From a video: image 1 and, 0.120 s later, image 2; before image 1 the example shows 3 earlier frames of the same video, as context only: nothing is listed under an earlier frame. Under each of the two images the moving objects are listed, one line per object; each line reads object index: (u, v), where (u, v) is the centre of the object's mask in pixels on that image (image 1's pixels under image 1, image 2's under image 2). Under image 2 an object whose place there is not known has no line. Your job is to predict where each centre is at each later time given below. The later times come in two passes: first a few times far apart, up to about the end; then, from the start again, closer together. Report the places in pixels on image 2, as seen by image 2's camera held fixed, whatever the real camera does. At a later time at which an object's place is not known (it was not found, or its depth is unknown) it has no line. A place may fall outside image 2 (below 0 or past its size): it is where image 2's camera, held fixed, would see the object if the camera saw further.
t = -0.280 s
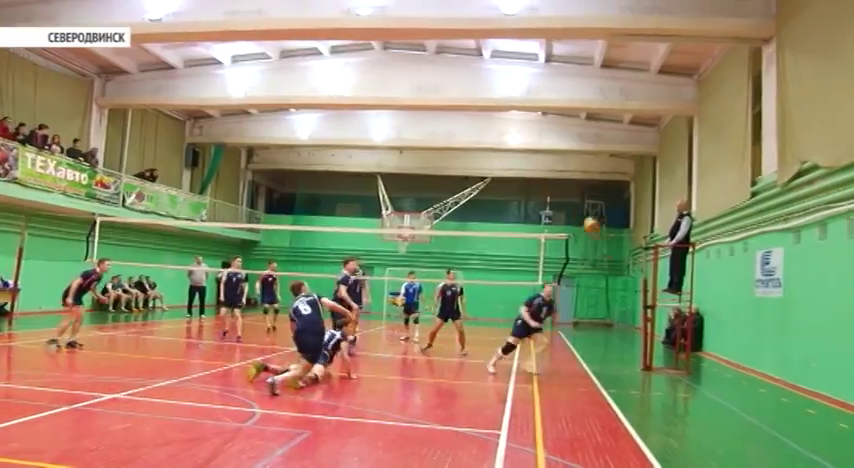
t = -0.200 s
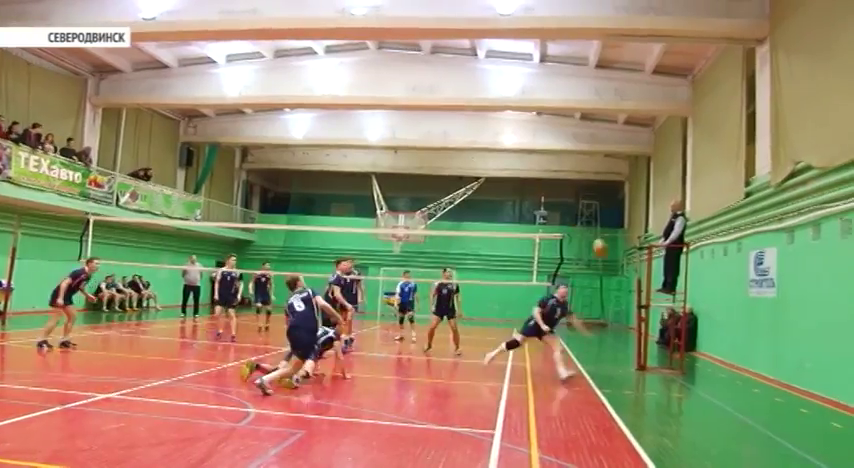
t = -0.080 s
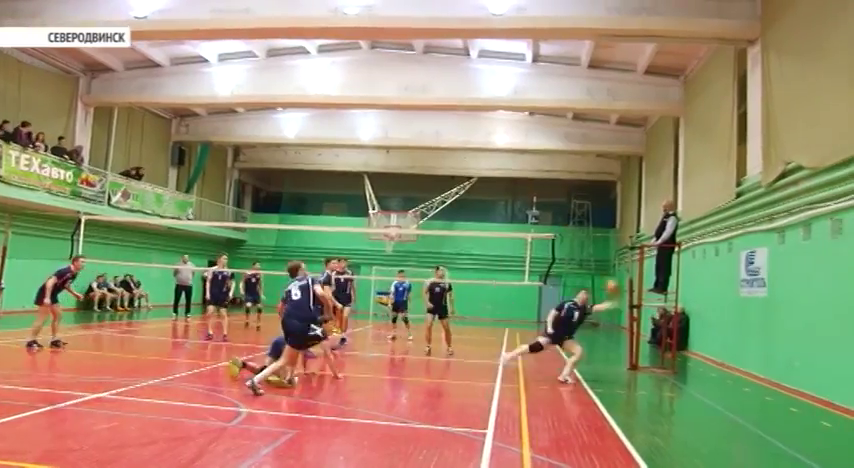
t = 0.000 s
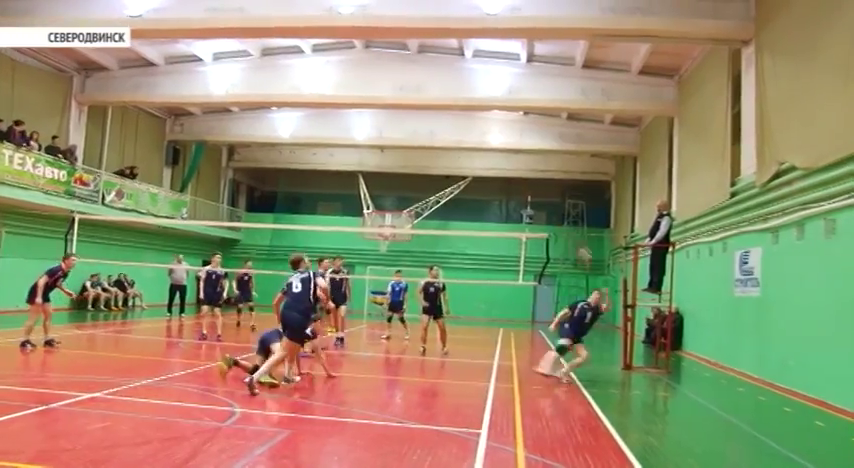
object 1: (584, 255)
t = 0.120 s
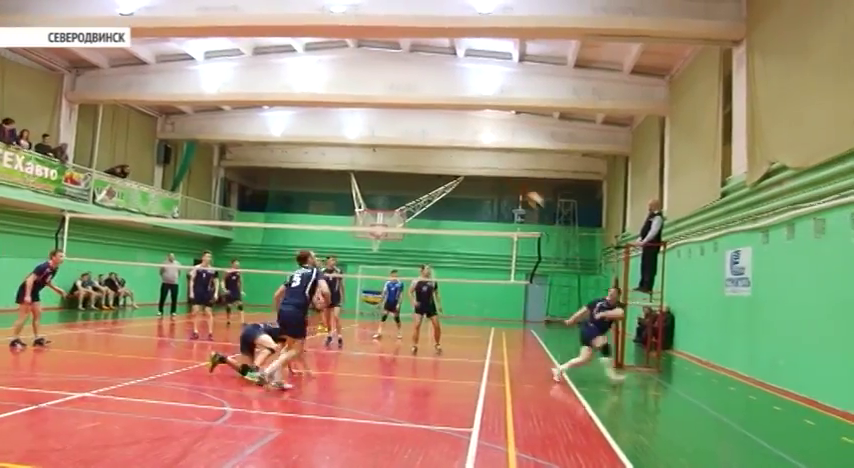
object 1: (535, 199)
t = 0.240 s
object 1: (491, 155)
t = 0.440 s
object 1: (416, 100)
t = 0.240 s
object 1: (491, 155)
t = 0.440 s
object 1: (416, 100)
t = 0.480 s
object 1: (401, 91)
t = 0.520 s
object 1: (387, 85)
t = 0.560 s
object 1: (372, 77)
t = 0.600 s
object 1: (358, 73)
